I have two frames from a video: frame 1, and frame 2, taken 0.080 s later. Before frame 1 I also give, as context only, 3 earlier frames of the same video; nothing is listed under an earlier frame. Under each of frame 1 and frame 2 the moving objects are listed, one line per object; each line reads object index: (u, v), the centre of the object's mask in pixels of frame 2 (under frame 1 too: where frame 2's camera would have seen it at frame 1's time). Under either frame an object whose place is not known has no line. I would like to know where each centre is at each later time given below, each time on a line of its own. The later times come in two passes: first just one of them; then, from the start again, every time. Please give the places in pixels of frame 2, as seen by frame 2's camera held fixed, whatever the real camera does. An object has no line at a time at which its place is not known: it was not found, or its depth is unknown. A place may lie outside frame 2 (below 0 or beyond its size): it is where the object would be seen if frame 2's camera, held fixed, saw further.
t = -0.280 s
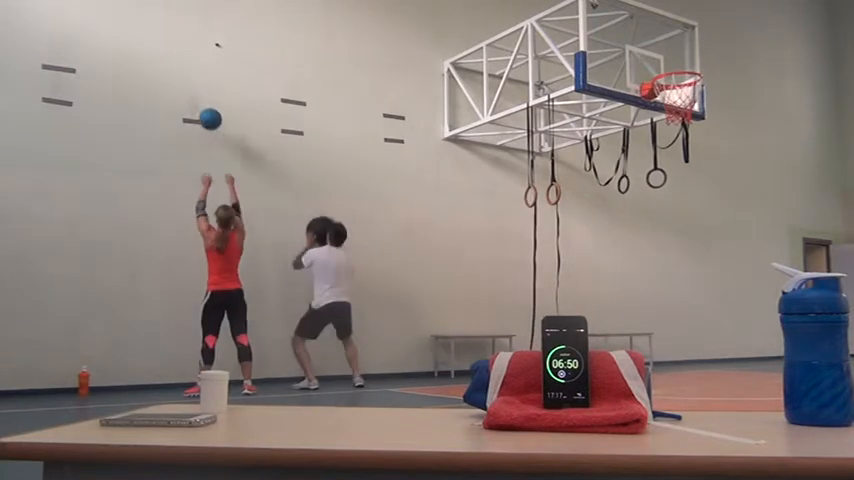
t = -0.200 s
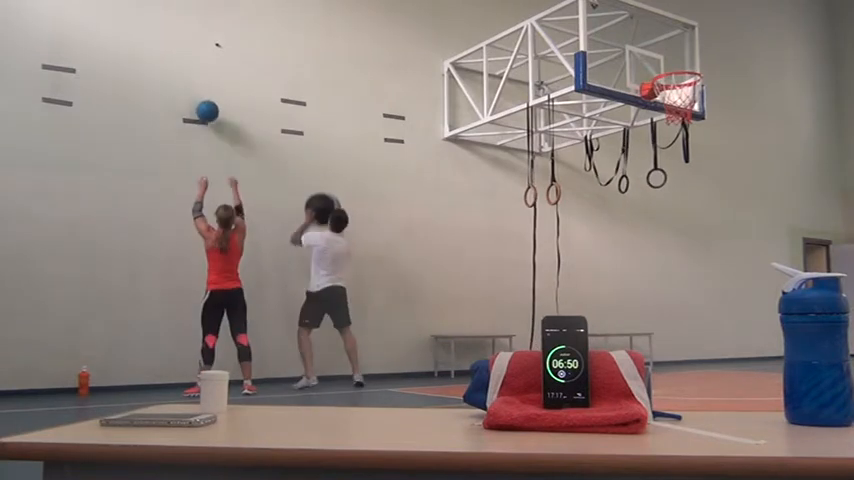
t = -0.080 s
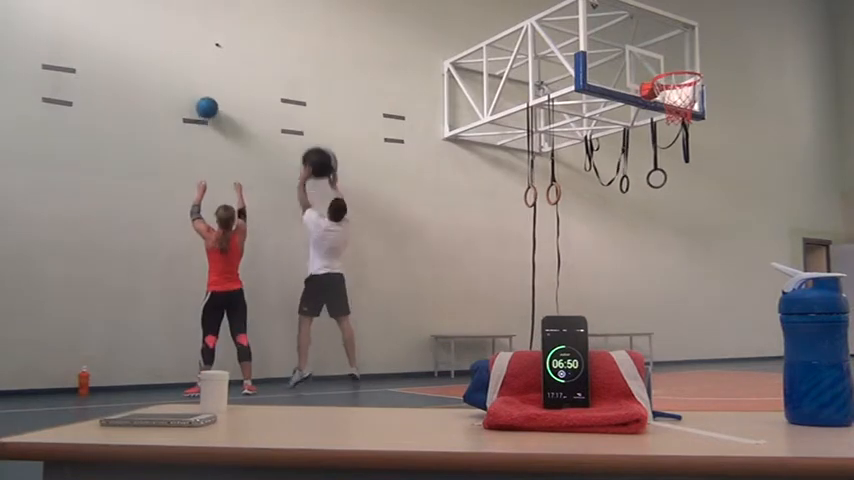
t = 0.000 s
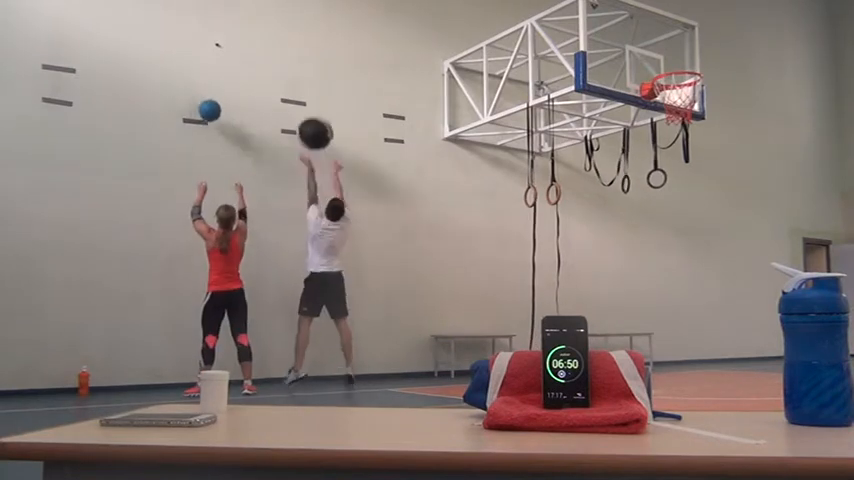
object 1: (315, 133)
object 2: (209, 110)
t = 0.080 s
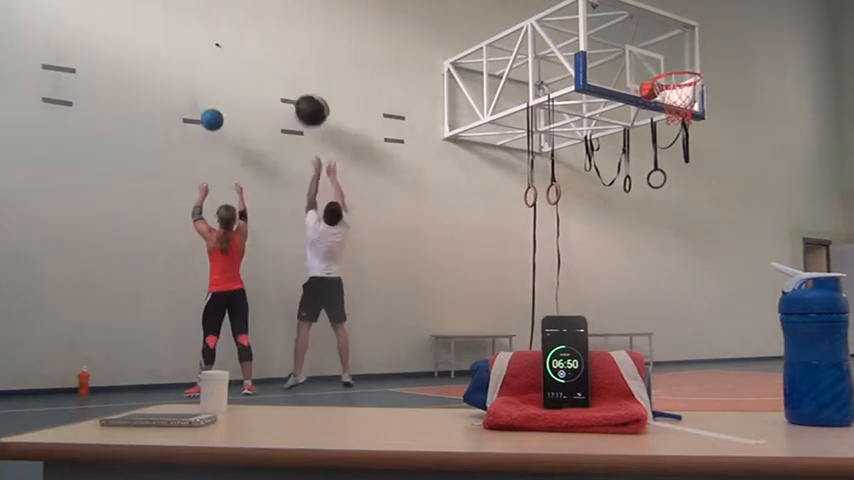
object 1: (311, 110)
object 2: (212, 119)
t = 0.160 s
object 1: (307, 93)
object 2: (214, 135)
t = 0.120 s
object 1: (309, 101)
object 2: (213, 126)
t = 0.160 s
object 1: (307, 93)
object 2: (214, 135)
